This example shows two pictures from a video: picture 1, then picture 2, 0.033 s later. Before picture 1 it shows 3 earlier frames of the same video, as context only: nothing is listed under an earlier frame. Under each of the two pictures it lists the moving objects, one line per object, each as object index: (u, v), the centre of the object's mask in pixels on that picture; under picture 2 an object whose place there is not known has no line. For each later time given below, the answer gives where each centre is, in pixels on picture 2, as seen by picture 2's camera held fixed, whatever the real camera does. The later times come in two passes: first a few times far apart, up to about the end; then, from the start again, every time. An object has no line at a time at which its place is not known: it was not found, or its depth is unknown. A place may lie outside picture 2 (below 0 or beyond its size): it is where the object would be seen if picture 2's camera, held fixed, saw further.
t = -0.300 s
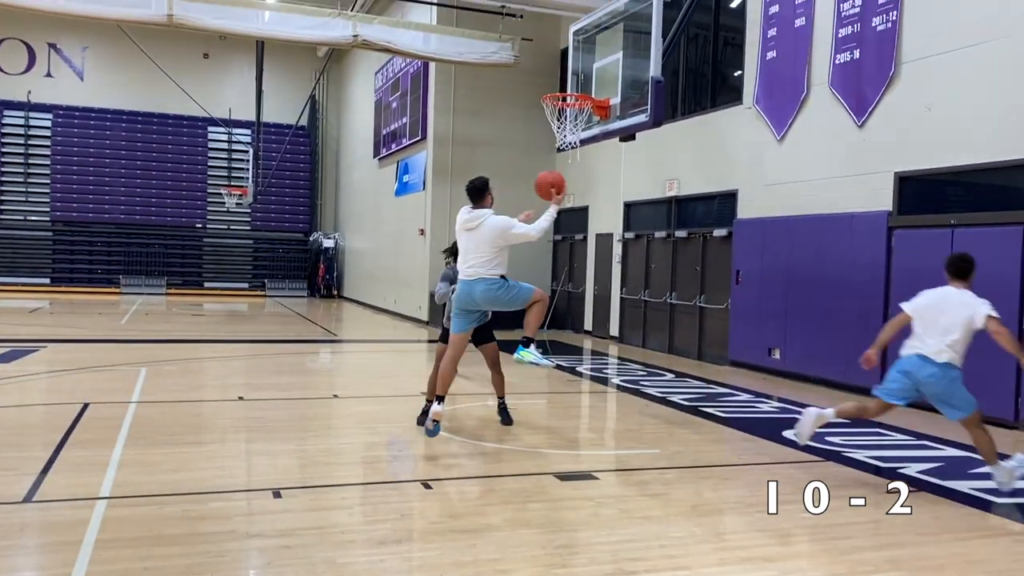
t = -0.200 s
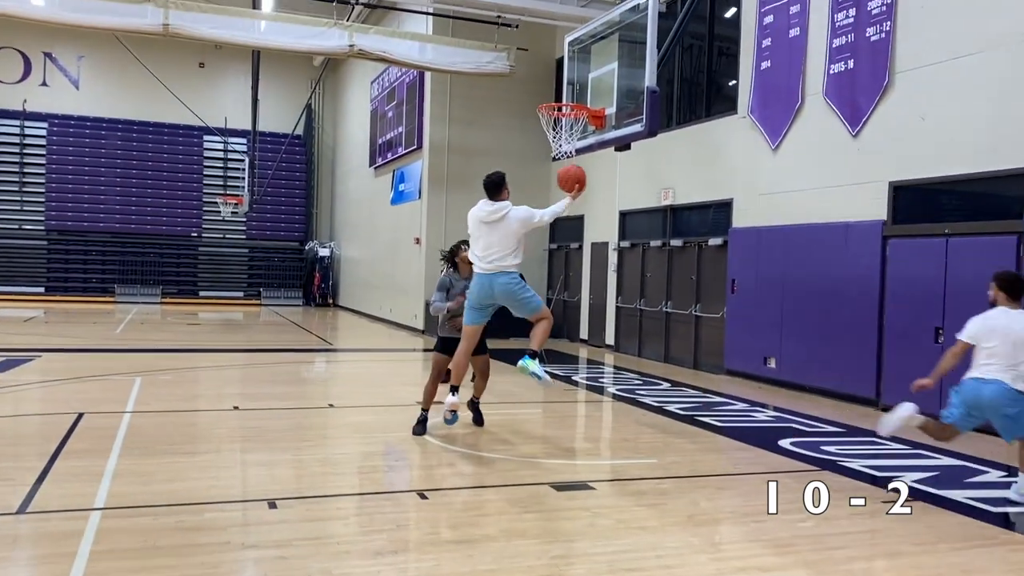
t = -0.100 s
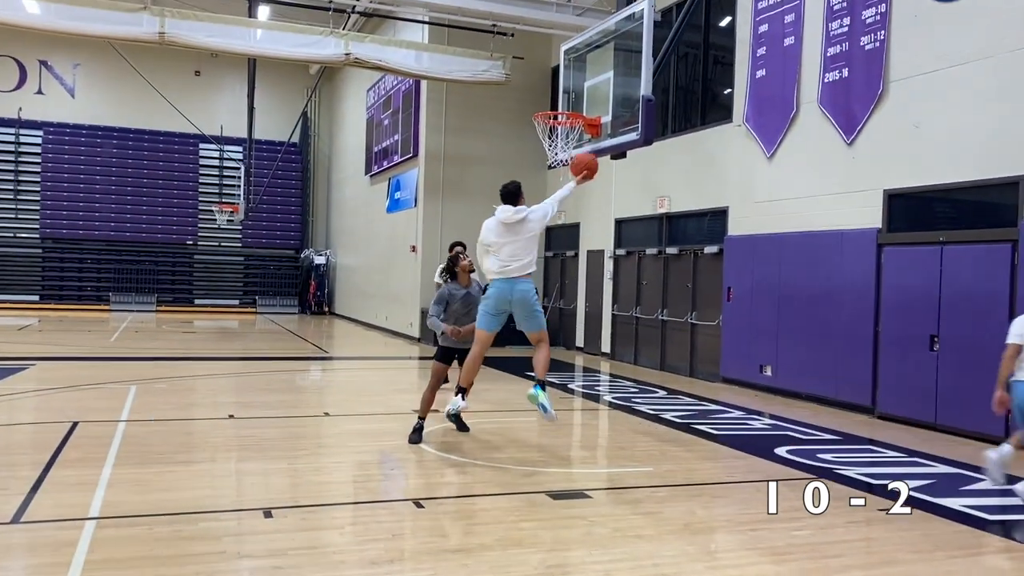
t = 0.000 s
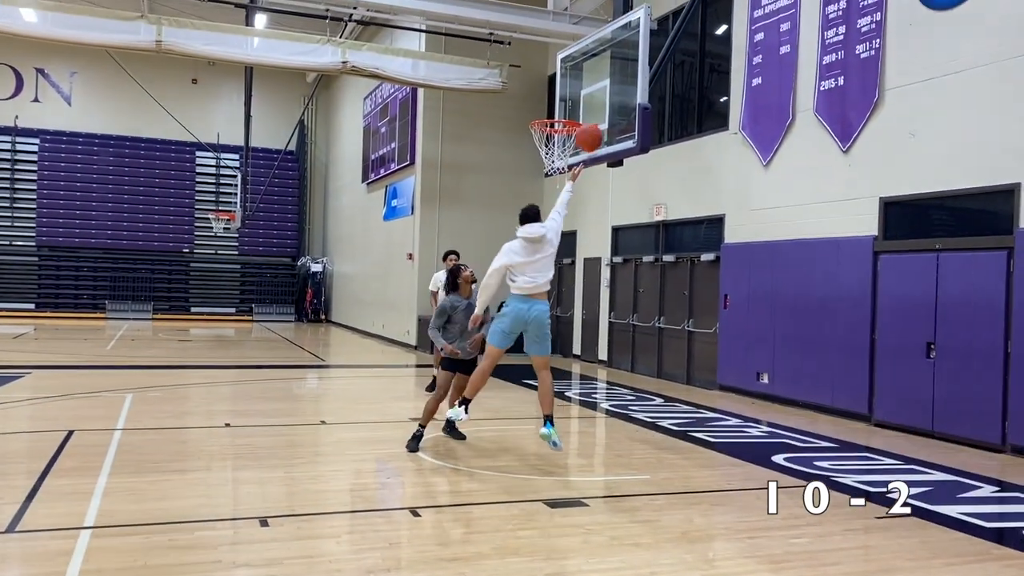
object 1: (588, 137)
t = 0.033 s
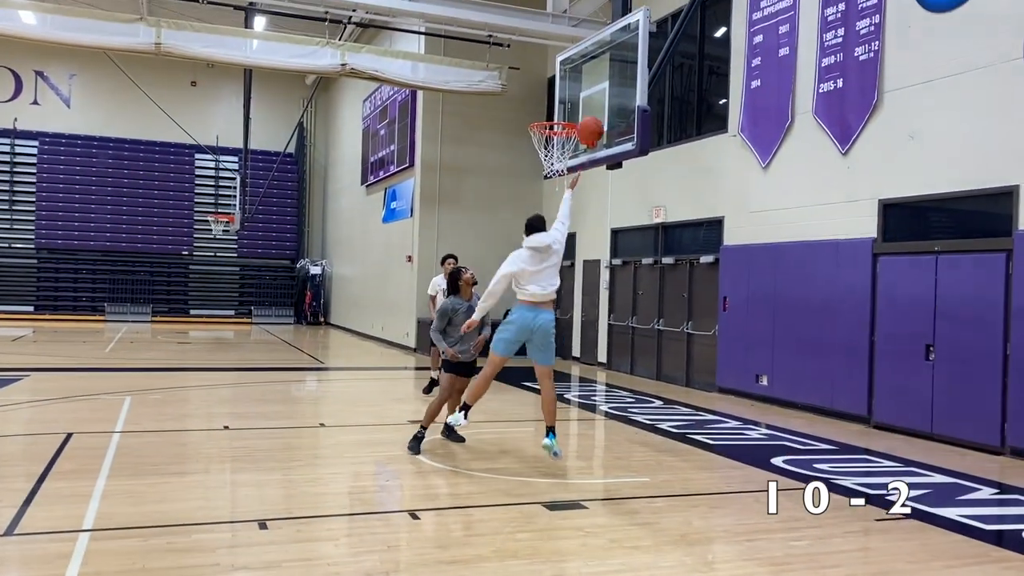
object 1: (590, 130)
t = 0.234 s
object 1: (592, 98)
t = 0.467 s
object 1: (551, 105)
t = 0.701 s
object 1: (558, 120)
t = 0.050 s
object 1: (591, 126)
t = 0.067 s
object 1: (592, 122)
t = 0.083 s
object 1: (593, 118)
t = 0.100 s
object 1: (594, 115)
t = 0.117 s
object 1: (595, 112)
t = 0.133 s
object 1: (596, 109)
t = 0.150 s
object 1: (597, 107)
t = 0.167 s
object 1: (598, 105)
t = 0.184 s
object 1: (599, 104)
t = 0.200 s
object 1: (598, 102)
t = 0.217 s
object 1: (595, 100)
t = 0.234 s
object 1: (592, 98)
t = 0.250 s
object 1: (589, 96)
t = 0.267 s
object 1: (586, 95)
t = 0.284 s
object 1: (583, 95)
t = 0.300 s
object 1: (581, 94)
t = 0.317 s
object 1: (578, 93)
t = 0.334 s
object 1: (575, 93)
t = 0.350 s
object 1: (572, 94)
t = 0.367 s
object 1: (568, 95)
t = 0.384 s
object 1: (566, 96)
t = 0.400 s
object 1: (563, 97)
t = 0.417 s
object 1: (560, 99)
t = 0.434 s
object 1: (556, 100)
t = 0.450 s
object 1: (554, 102)
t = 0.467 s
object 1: (551, 105)
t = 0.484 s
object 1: (548, 107)
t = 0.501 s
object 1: (545, 109)
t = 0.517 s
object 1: (542, 112)
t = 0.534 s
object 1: (539, 114)
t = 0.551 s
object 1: (539, 115)
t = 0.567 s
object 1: (542, 115)
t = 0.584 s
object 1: (544, 115)
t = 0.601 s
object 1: (546, 116)
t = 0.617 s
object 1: (549, 116)
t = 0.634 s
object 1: (551, 117)
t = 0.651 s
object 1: (554, 118)
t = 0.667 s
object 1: (556, 119)
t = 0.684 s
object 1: (558, 120)
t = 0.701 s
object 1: (558, 120)
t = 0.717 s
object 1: (557, 120)
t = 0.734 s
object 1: (556, 121)
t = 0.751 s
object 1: (556, 121)
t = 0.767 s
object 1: (556, 121)
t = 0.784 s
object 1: (553, 136)
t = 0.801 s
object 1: (553, 137)
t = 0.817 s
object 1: (551, 139)
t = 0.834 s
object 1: (551, 141)
